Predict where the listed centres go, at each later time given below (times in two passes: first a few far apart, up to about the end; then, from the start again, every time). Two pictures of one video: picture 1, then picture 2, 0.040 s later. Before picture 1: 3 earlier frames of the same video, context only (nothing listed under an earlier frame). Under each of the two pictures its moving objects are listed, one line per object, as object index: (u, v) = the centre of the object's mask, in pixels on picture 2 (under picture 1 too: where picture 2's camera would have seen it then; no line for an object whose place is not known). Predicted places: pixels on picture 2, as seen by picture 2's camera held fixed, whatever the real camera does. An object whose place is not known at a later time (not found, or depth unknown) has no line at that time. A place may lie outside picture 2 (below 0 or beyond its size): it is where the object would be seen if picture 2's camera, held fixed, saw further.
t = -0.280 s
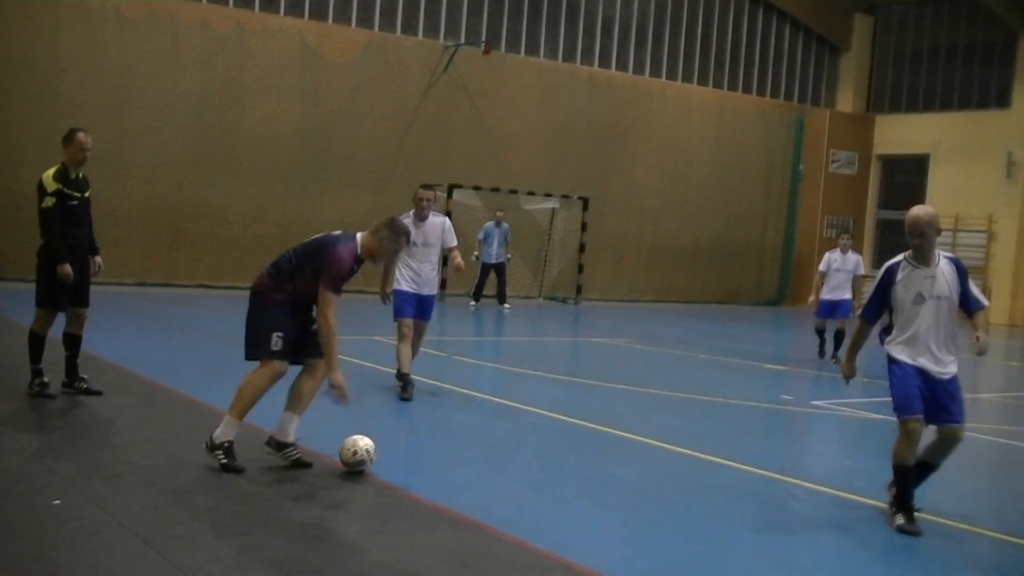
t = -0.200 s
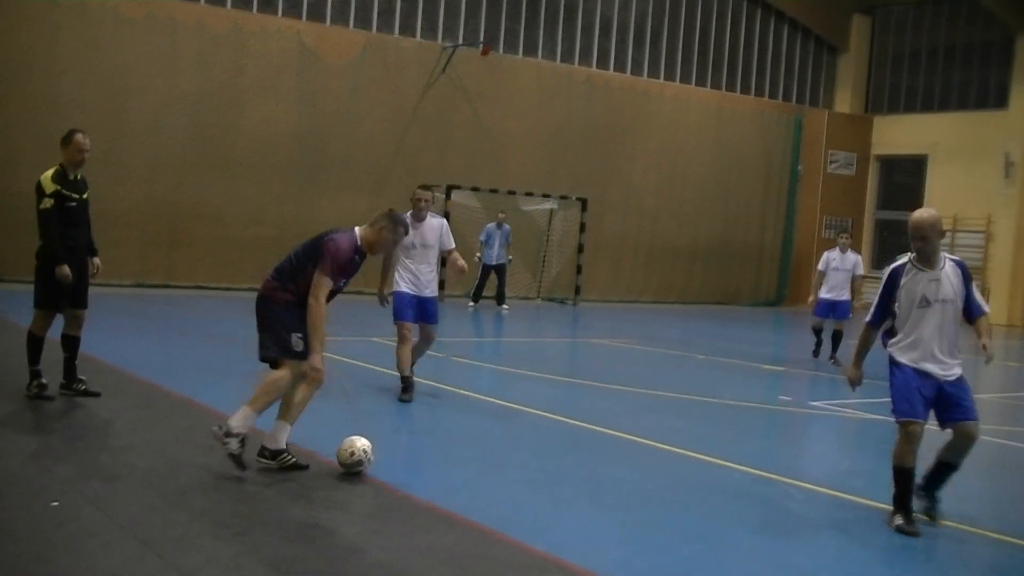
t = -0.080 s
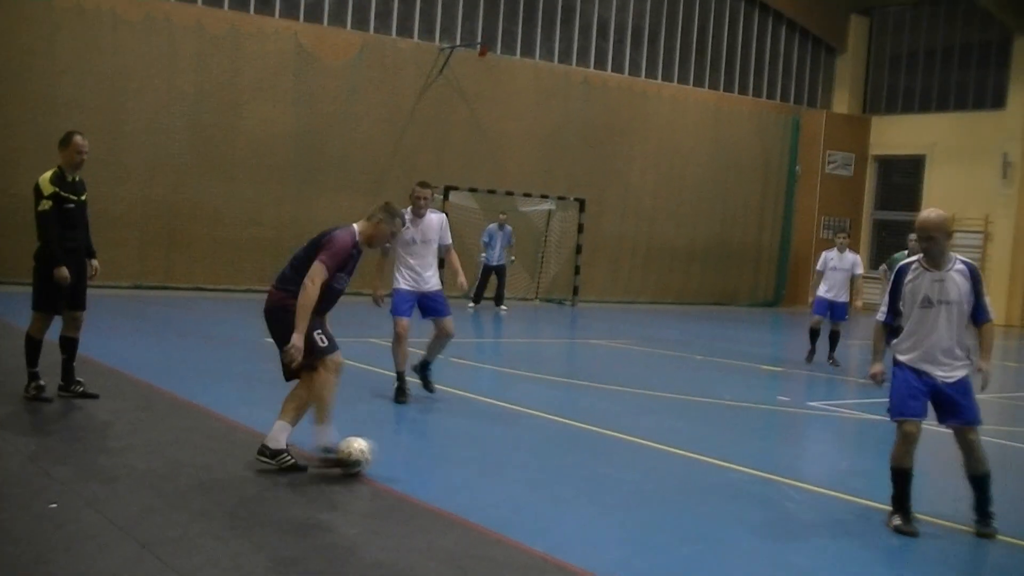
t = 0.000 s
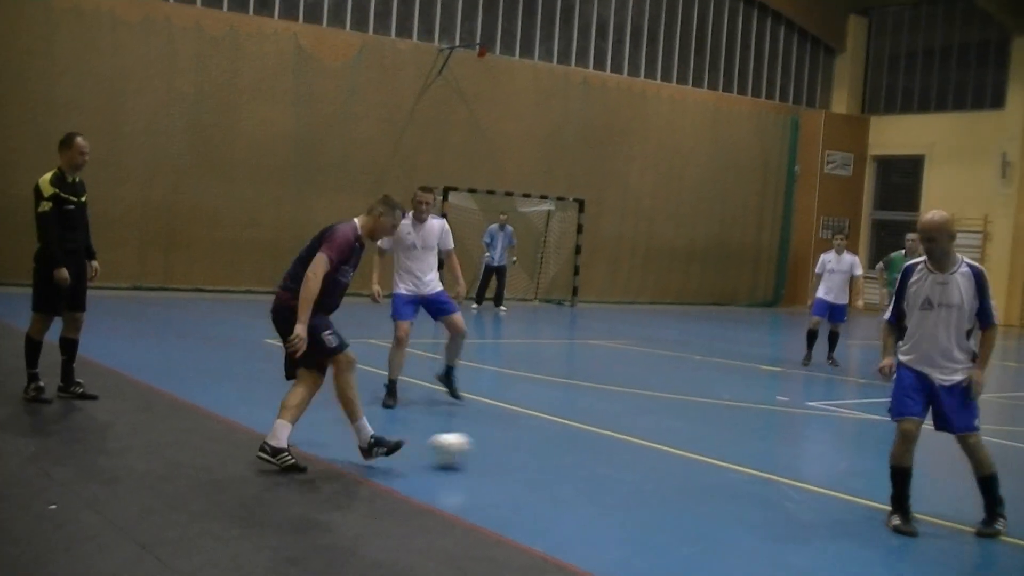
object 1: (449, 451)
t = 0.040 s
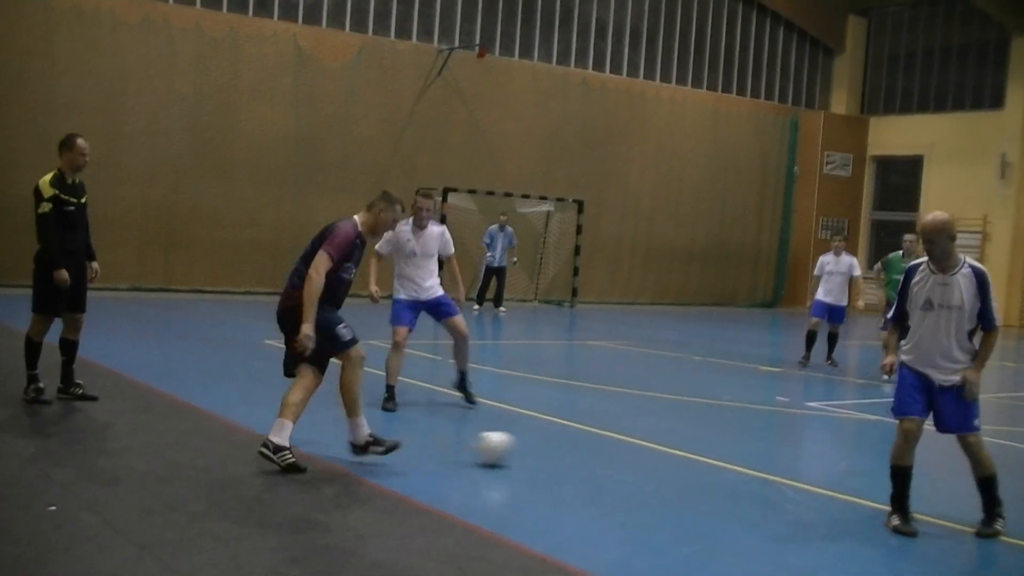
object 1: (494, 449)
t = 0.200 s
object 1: (636, 440)
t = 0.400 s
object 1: (763, 431)
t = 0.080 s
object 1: (534, 446)
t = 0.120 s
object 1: (571, 444)
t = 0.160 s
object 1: (605, 441)
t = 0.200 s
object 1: (636, 440)
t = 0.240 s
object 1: (665, 436)
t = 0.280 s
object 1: (691, 435)
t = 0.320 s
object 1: (718, 434)
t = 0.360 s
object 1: (741, 433)
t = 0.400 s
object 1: (763, 431)
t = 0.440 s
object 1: (783, 430)
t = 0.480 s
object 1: (804, 428)
